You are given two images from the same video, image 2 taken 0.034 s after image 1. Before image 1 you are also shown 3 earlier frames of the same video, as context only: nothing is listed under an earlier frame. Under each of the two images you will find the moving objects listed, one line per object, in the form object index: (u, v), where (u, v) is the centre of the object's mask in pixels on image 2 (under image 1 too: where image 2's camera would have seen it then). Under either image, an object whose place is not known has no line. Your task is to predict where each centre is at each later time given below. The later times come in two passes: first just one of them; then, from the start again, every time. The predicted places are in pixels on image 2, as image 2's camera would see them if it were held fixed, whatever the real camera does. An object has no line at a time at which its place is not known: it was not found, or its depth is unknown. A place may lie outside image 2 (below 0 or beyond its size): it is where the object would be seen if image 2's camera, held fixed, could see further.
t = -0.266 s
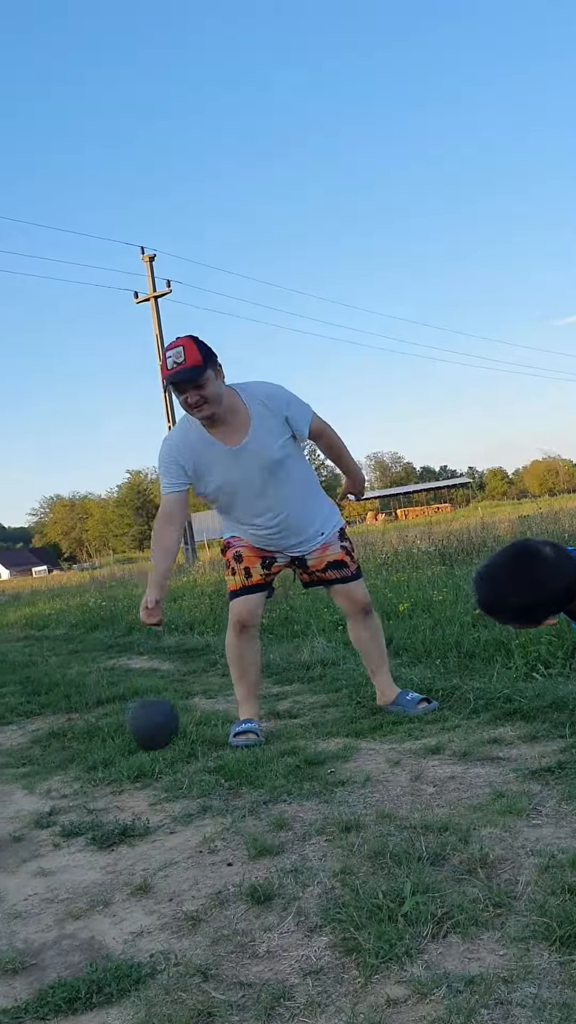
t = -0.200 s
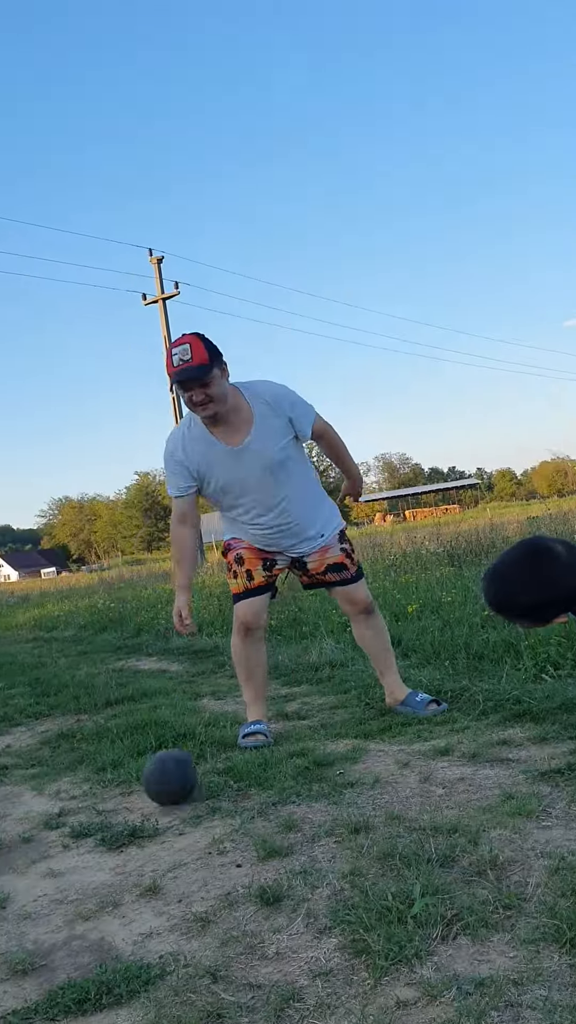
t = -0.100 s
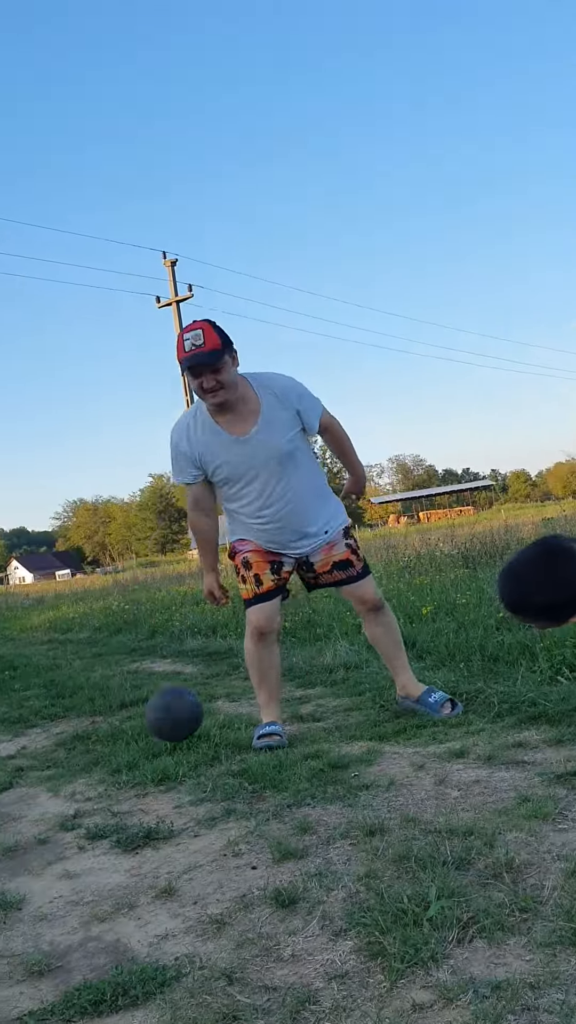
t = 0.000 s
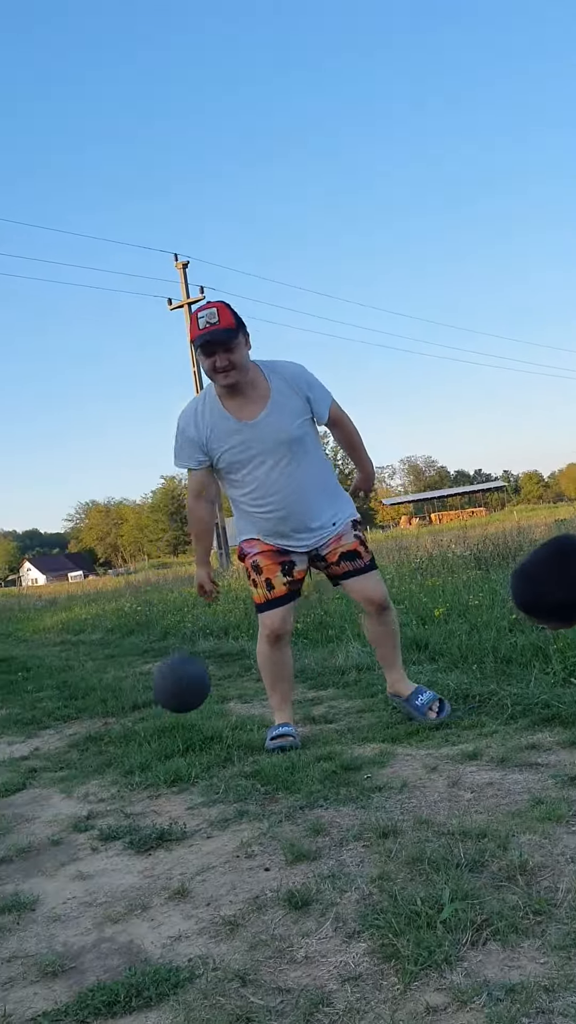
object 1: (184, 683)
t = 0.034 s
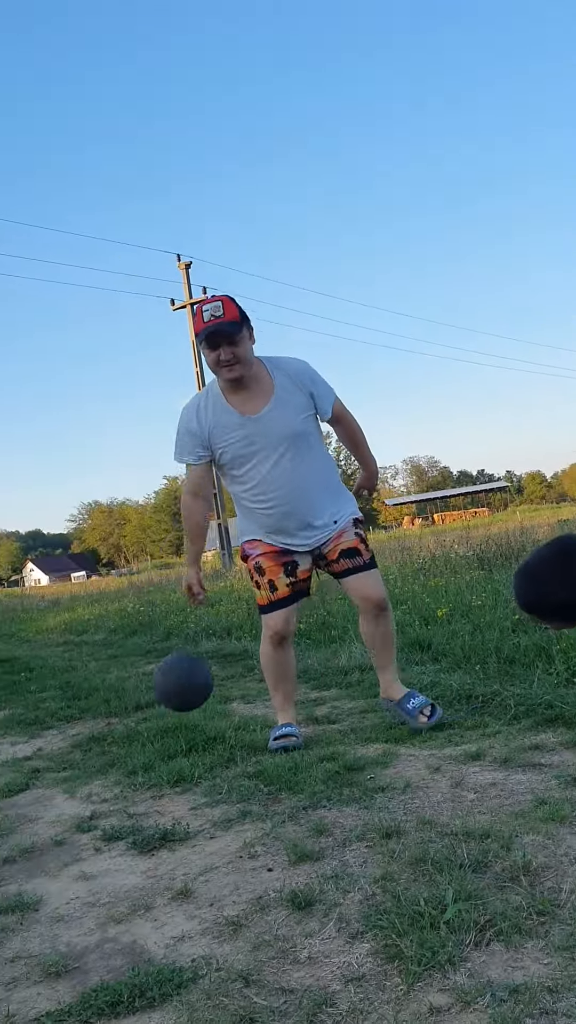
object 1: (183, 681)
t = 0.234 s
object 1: (194, 770)
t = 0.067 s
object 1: (183, 683)
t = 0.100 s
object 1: (184, 690)
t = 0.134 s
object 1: (186, 702)
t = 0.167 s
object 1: (188, 720)
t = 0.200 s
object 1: (191, 742)
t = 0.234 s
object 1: (194, 770)
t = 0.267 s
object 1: (198, 803)
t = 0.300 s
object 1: (203, 842)
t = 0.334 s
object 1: (200, 834)
